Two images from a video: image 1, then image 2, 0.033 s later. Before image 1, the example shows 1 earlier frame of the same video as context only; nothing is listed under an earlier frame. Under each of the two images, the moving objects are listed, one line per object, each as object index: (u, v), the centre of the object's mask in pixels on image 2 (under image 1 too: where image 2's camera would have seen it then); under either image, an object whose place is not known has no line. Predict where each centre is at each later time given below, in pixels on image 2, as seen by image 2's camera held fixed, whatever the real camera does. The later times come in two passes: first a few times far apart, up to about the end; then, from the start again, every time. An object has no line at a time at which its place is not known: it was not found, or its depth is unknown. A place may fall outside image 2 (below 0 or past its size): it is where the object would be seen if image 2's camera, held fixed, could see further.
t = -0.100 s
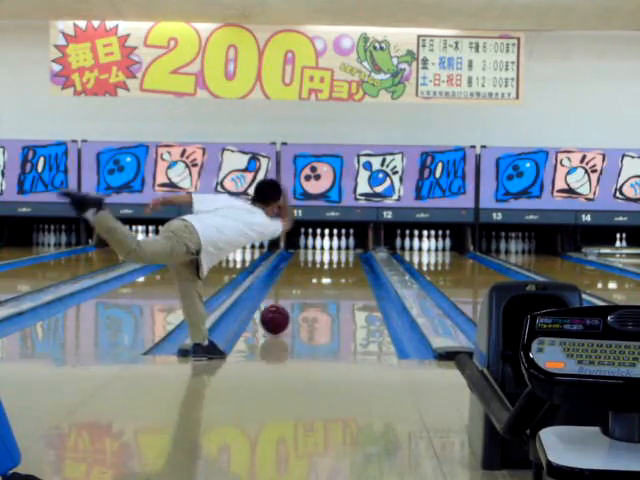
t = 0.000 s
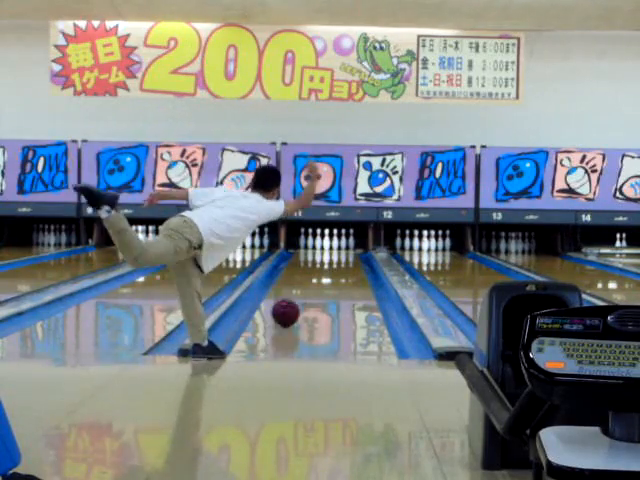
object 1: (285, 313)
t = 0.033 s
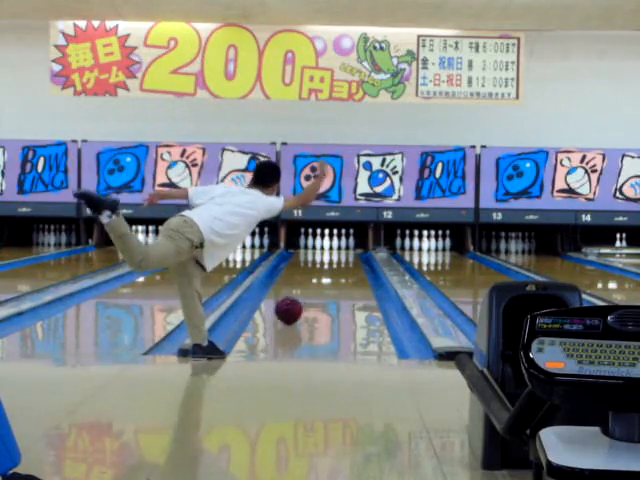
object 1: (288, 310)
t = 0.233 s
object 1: (305, 298)
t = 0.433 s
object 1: (317, 288)
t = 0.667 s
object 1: (329, 279)
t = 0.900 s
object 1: (336, 272)
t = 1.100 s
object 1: (342, 266)
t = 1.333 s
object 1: (347, 261)
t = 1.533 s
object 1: (349, 257)
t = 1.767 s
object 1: (348, 253)
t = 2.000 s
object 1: (344, 250)
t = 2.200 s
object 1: (337, 248)
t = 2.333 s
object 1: (333, 246)
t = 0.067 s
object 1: (291, 308)
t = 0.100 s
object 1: (294, 306)
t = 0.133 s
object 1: (297, 303)
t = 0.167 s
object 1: (300, 301)
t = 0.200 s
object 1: (302, 299)
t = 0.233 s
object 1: (305, 298)
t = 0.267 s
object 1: (307, 296)
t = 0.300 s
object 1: (309, 294)
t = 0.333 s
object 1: (312, 292)
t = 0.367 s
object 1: (313, 291)
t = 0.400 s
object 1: (315, 289)
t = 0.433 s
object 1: (317, 288)
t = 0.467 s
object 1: (319, 287)
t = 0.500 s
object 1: (321, 285)
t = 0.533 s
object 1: (323, 284)
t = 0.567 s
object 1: (324, 282)
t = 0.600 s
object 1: (326, 281)
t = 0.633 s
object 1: (327, 280)
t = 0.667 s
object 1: (329, 279)
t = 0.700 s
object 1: (330, 278)
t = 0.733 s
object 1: (332, 276)
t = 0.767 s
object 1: (333, 275)
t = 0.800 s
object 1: (334, 274)
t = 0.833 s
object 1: (335, 273)
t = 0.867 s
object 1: (335, 273)
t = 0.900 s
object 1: (336, 272)
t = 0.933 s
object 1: (338, 271)
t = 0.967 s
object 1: (338, 270)
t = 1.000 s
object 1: (338, 269)
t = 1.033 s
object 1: (339, 268)
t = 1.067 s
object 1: (341, 267)
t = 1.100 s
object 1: (342, 266)
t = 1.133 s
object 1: (343, 265)
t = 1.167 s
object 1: (344, 264)
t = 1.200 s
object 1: (344, 264)
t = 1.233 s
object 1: (345, 263)
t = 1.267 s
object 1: (345, 262)
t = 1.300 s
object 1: (346, 262)
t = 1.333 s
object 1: (347, 261)
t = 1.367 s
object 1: (347, 260)
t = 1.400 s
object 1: (348, 259)
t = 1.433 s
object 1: (348, 258)
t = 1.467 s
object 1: (348, 258)
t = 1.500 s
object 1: (348, 257)
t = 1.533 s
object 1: (349, 257)
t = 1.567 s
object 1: (349, 256)
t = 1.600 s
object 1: (349, 256)
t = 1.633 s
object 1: (349, 255)
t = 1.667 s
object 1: (349, 254)
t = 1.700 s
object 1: (348, 254)
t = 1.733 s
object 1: (348, 253)
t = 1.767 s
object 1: (348, 253)
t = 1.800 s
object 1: (347, 252)
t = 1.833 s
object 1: (347, 252)
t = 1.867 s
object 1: (347, 252)
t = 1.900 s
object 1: (346, 251)
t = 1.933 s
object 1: (345, 251)
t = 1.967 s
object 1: (345, 250)
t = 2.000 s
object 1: (344, 250)
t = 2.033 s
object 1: (343, 249)
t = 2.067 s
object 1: (341, 249)
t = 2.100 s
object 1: (340, 249)
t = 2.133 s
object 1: (339, 248)
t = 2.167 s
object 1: (337, 248)
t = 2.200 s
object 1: (337, 248)
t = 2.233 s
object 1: (335, 247)
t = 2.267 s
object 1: (334, 247)
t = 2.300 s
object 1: (333, 247)
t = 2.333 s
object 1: (333, 246)
